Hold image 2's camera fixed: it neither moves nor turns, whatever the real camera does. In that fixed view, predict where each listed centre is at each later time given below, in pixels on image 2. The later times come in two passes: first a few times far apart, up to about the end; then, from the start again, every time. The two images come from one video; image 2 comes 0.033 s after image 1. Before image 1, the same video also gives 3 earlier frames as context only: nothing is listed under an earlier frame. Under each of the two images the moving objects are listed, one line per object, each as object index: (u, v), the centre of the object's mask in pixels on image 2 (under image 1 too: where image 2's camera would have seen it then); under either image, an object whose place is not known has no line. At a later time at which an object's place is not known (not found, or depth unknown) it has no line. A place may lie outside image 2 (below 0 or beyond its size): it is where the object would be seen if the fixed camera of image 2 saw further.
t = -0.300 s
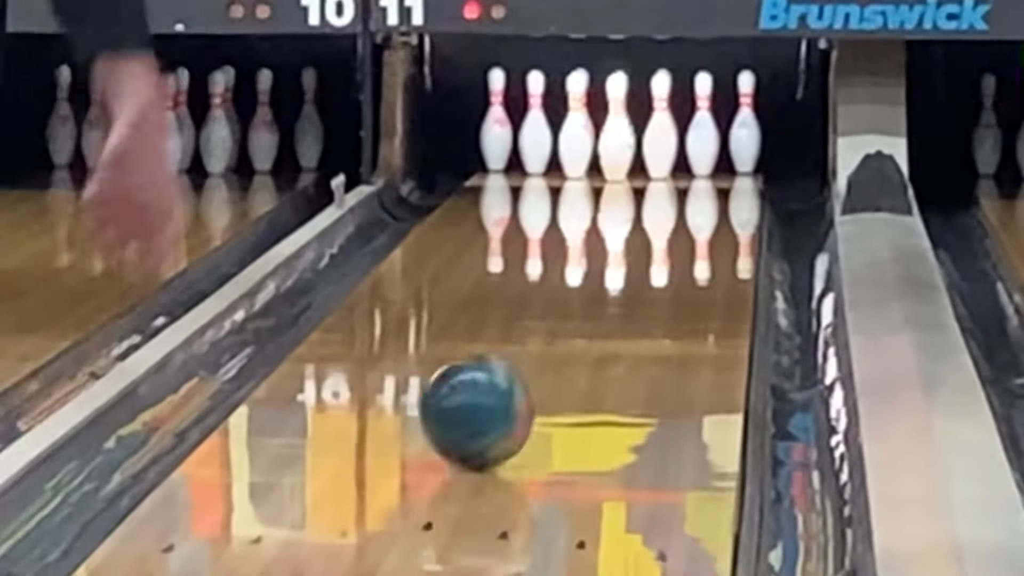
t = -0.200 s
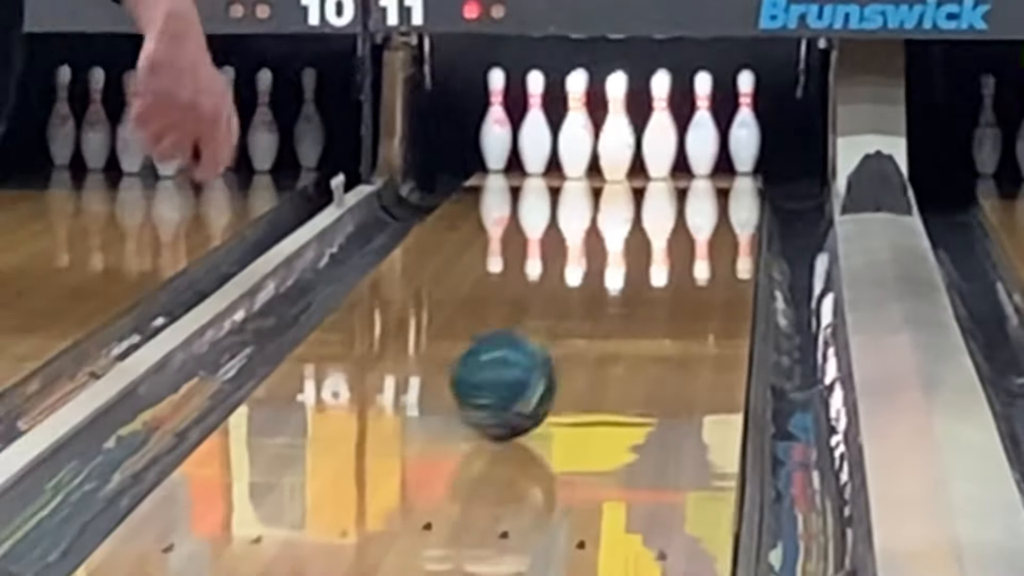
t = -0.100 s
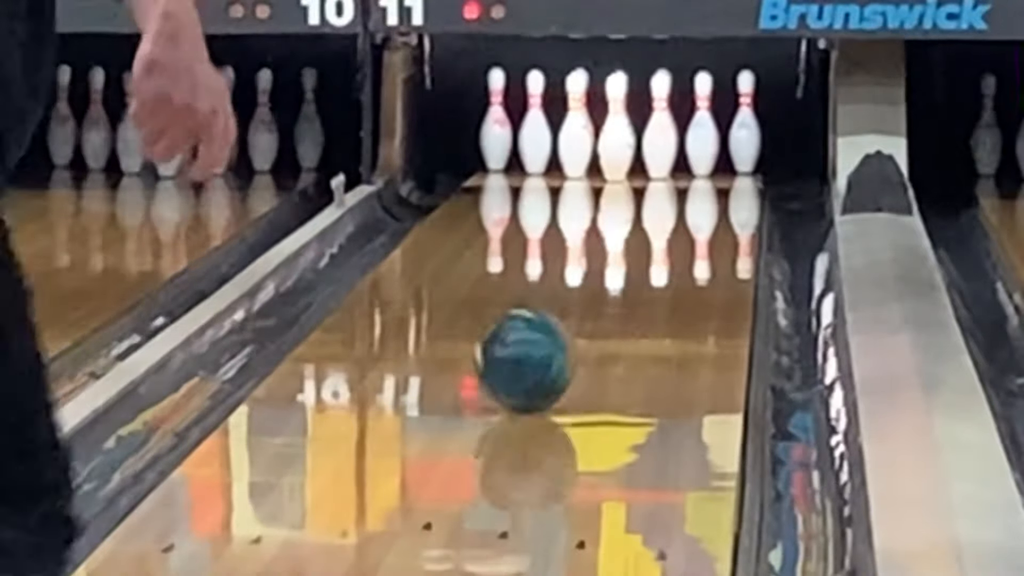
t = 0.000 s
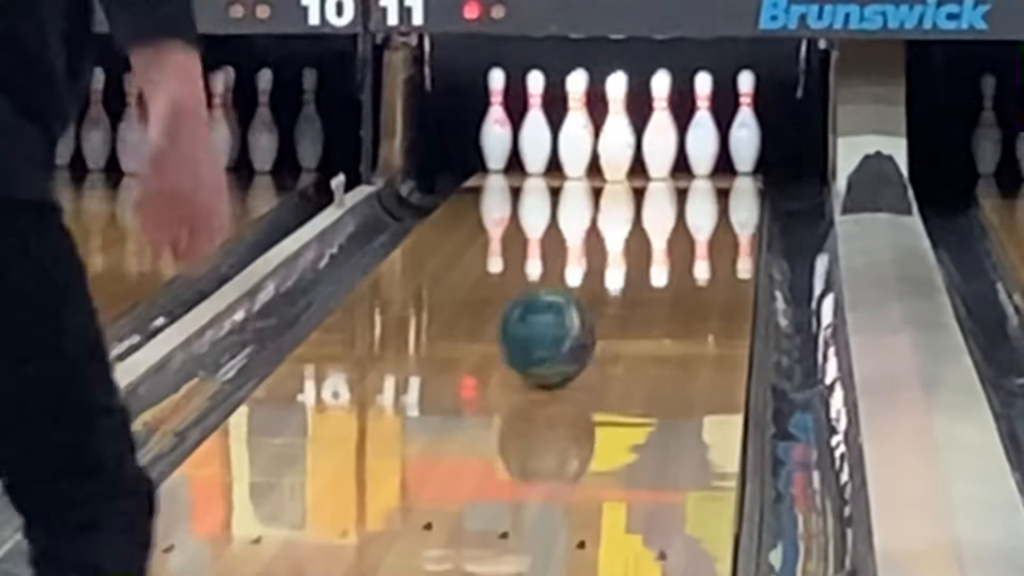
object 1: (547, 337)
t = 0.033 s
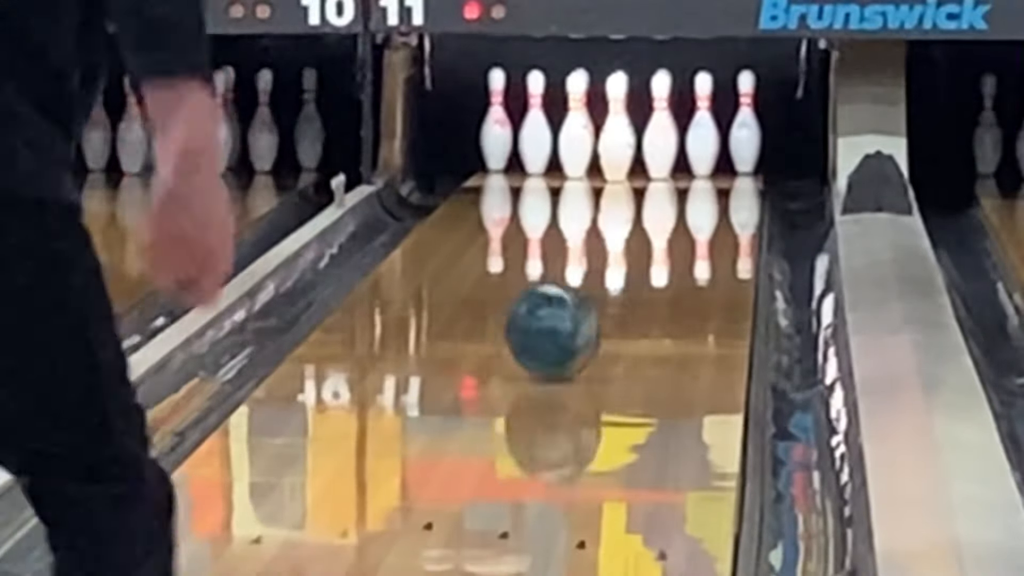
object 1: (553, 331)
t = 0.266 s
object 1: (591, 289)
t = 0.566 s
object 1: (625, 243)
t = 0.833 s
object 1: (643, 210)
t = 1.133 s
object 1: (648, 181)
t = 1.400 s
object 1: (636, 159)
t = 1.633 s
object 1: (630, 149)
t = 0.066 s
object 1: (559, 323)
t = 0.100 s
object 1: (565, 317)
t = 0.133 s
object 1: (571, 312)
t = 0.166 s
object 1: (576, 305)
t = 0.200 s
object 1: (580, 299)
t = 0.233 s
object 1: (584, 294)
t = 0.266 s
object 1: (591, 289)
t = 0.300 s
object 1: (596, 282)
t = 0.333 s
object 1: (600, 277)
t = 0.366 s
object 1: (604, 272)
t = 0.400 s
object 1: (607, 267)
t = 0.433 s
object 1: (611, 261)
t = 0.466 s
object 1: (615, 256)
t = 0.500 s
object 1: (619, 252)
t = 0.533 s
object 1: (623, 247)
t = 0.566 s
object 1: (625, 243)
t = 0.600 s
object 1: (629, 238)
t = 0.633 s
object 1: (630, 234)
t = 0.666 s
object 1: (632, 230)
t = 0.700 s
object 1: (635, 226)
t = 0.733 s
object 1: (638, 222)
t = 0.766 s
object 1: (640, 218)
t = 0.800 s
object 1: (642, 214)
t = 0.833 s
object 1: (643, 210)
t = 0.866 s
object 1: (644, 206)
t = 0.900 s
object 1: (646, 203)
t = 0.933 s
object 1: (647, 200)
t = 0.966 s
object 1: (647, 196)
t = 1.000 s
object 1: (648, 193)
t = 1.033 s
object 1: (648, 190)
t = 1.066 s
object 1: (648, 187)
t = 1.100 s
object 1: (648, 184)
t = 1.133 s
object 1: (648, 181)
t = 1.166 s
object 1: (646, 178)
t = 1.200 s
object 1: (646, 176)
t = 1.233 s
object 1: (645, 173)
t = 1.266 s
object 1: (643, 170)
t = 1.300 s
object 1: (642, 167)
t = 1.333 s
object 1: (641, 164)
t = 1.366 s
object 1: (638, 162)
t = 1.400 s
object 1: (636, 159)
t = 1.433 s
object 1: (635, 157)
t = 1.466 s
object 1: (632, 154)
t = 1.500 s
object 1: (634, 152)
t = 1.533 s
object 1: (637, 151)
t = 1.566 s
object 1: (635, 150)
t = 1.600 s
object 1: (632, 149)
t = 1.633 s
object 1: (630, 149)
